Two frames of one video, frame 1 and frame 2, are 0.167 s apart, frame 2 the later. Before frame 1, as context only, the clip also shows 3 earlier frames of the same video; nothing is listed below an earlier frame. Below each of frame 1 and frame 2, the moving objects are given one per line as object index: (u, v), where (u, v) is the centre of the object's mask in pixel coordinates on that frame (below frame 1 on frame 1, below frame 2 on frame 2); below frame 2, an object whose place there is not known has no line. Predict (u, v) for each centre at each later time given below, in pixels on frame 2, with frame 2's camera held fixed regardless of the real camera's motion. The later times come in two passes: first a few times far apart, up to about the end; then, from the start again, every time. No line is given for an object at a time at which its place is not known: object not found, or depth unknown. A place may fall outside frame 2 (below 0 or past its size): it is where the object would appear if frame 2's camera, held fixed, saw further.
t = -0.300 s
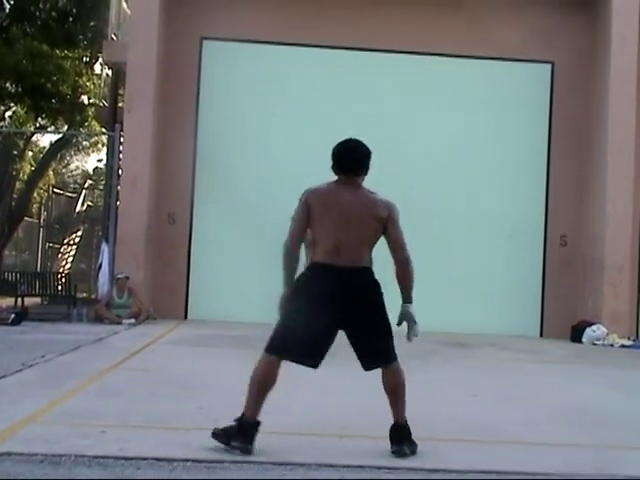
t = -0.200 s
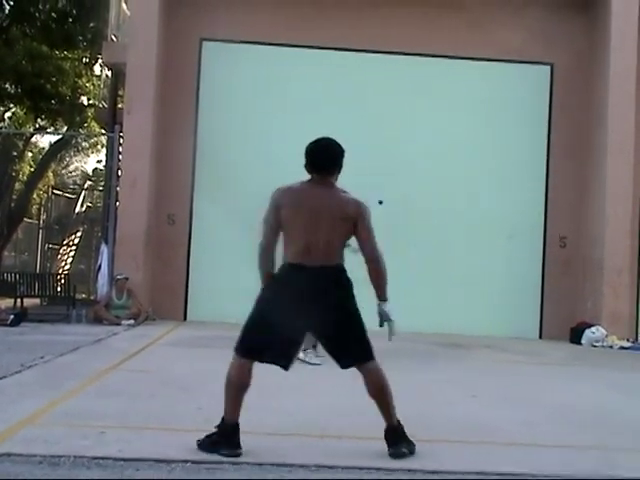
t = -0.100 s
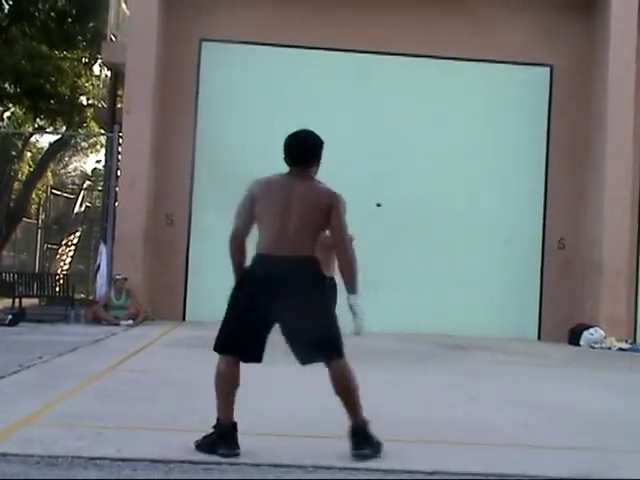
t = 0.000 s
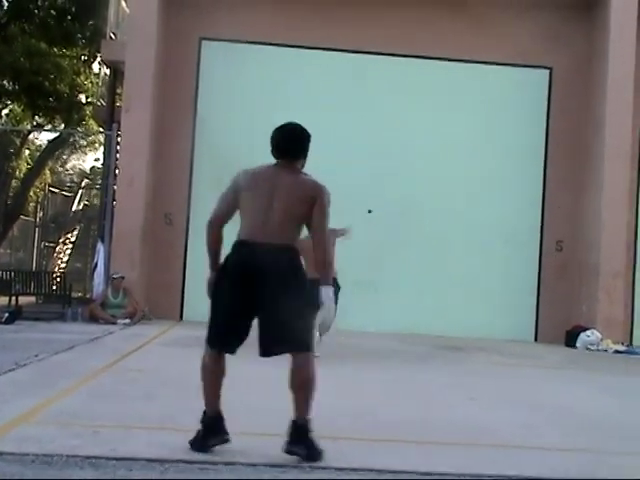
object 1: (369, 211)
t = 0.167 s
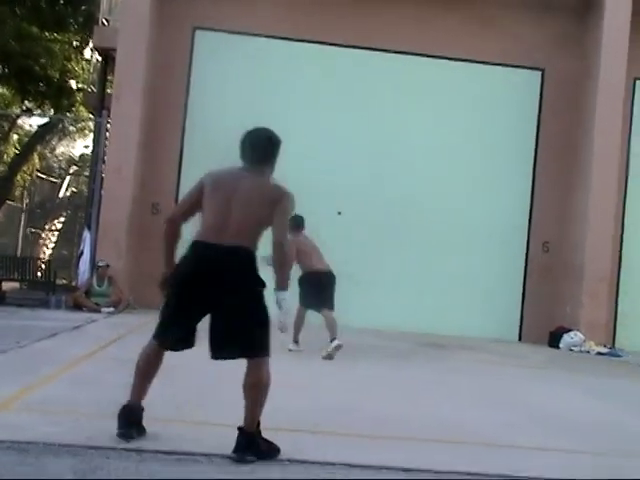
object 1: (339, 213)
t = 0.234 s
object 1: (349, 206)
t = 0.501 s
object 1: (400, 206)
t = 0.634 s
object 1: (439, 229)
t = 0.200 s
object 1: (344, 209)
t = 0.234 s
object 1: (349, 206)
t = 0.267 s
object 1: (354, 204)
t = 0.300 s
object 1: (359, 203)
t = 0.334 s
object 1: (366, 200)
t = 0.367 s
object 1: (372, 200)
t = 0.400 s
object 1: (378, 200)
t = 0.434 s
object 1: (386, 201)
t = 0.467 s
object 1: (393, 203)
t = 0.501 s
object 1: (400, 206)
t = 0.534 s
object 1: (409, 209)
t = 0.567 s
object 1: (418, 215)
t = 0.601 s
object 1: (428, 222)
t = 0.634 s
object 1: (439, 229)
